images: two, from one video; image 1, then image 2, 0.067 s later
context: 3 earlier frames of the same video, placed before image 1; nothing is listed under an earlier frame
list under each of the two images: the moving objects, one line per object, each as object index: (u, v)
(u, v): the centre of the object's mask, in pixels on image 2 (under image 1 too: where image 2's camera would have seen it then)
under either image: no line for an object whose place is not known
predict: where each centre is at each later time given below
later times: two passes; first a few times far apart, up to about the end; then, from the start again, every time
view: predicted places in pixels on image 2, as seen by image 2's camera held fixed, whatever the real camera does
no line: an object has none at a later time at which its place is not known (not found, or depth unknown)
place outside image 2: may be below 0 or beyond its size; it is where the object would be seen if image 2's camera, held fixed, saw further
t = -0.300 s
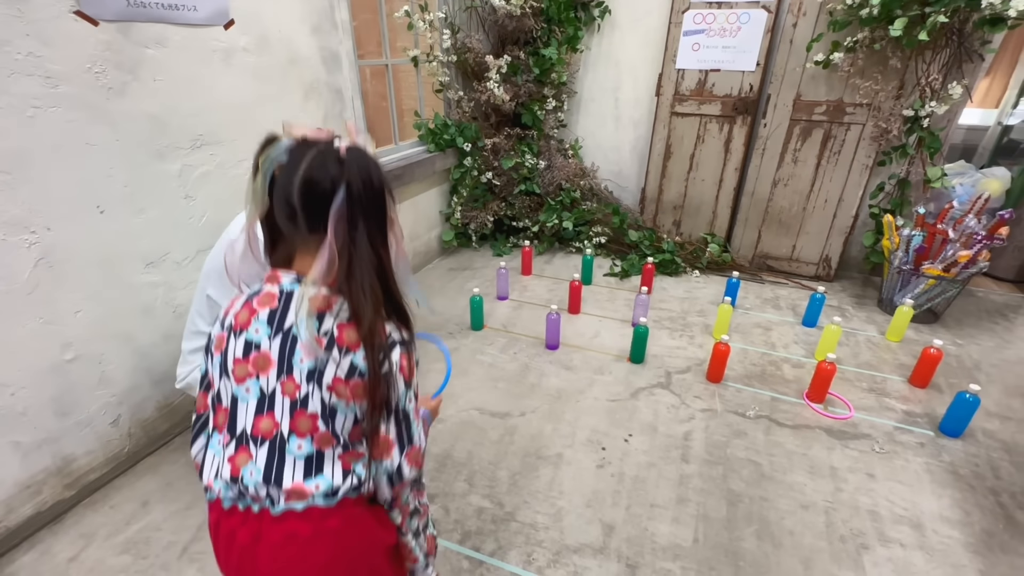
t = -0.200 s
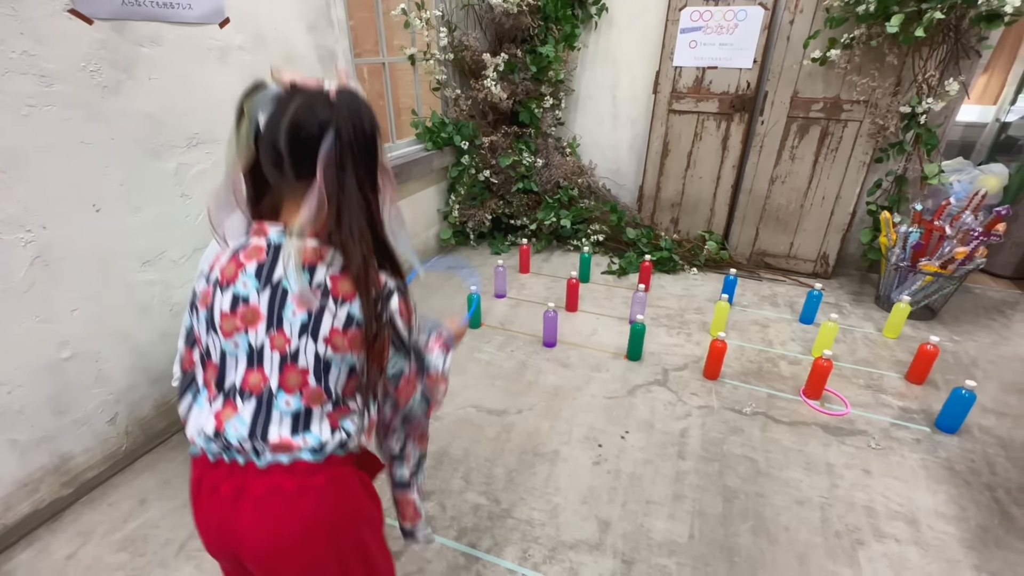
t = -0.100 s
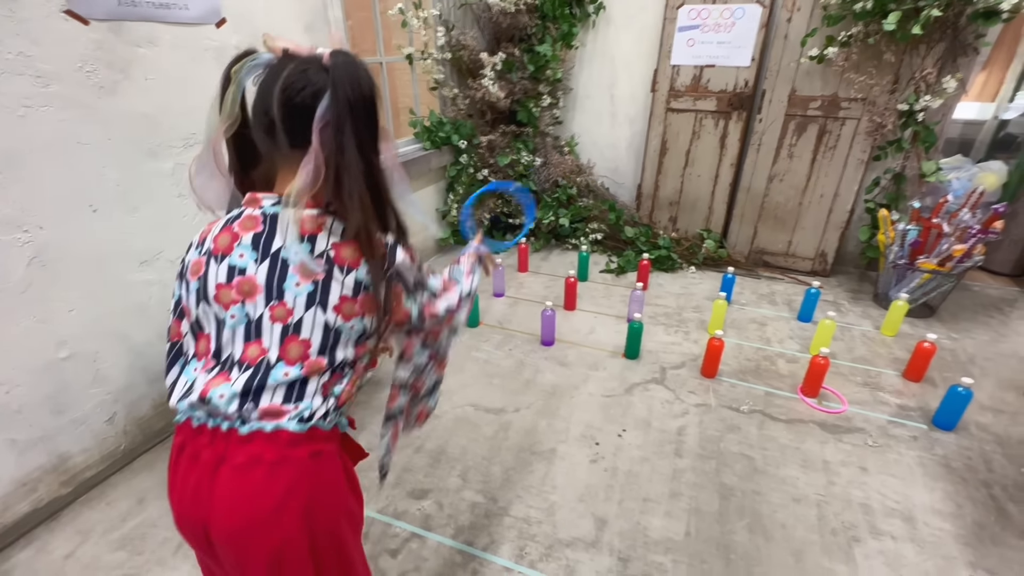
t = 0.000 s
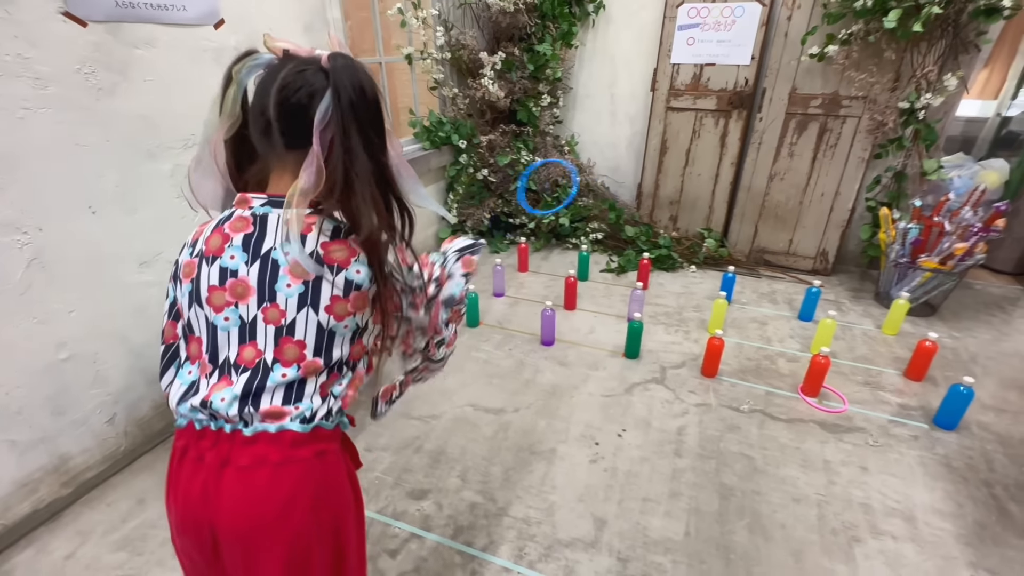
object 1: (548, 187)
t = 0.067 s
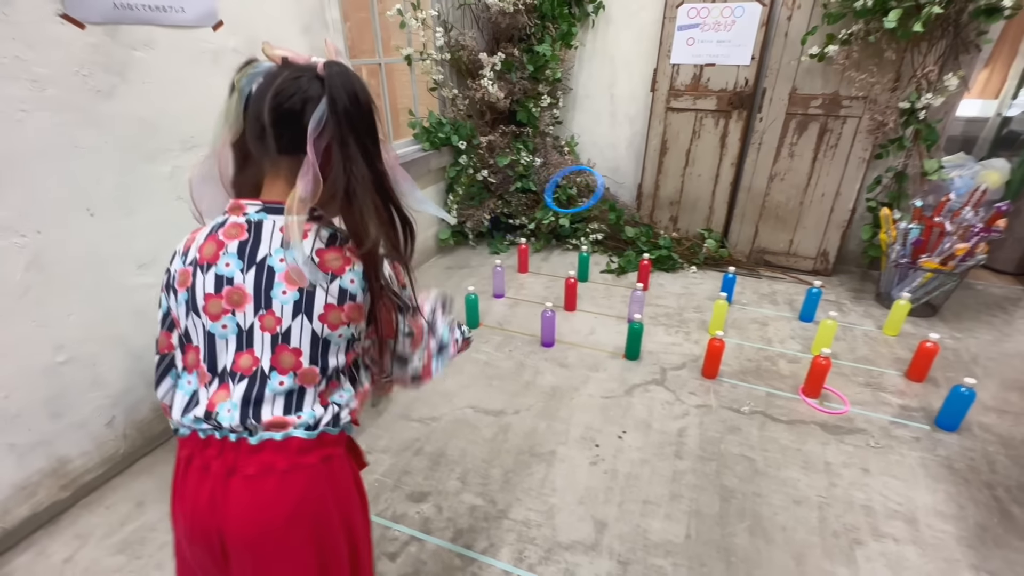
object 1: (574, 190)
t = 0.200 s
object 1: (612, 227)
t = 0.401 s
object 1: (644, 307)
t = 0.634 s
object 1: (645, 317)
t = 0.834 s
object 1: (654, 337)
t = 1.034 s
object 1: (658, 339)
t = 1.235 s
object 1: (658, 339)
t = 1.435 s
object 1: (656, 337)
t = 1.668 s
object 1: (658, 338)
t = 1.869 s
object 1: (657, 338)
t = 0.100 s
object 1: (585, 196)
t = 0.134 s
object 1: (595, 204)
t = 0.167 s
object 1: (604, 215)
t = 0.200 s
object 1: (612, 227)
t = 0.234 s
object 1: (619, 240)
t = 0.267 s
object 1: (623, 255)
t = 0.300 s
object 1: (627, 258)
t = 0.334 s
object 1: (629, 275)
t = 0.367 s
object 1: (624, 299)
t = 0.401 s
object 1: (644, 307)
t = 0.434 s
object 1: (639, 302)
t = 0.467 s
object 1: (645, 299)
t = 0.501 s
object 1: (642, 303)
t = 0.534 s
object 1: (642, 303)
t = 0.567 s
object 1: (643, 305)
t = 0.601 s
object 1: (643, 311)
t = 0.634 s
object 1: (645, 317)
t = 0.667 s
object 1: (650, 325)
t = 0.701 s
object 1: (650, 337)
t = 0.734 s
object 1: (657, 342)
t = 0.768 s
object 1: (652, 342)
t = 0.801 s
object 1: (654, 339)
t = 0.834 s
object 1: (654, 337)
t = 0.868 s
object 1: (654, 340)
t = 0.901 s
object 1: (658, 340)
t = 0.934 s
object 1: (657, 338)
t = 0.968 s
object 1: (653, 345)
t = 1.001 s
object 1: (655, 344)
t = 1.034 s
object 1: (658, 339)
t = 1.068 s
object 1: (656, 337)
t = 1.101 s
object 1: (657, 337)
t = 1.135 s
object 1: (657, 338)
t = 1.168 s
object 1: (656, 337)
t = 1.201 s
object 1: (658, 338)
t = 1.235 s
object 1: (658, 339)
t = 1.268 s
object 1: (657, 339)
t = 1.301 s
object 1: (658, 338)
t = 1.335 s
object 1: (656, 337)
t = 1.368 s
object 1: (658, 338)
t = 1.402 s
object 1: (657, 338)
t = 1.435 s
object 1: (656, 337)
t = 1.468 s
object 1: (656, 337)
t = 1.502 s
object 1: (658, 338)
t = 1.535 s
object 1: (659, 339)
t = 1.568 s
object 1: (657, 338)
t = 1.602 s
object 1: (656, 337)
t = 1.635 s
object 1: (658, 338)
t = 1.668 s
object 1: (658, 338)
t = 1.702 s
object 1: (657, 338)
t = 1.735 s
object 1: (657, 337)
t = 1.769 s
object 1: (657, 338)
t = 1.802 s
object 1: (656, 337)
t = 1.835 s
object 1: (656, 337)
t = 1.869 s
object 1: (657, 338)
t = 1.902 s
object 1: (657, 338)
